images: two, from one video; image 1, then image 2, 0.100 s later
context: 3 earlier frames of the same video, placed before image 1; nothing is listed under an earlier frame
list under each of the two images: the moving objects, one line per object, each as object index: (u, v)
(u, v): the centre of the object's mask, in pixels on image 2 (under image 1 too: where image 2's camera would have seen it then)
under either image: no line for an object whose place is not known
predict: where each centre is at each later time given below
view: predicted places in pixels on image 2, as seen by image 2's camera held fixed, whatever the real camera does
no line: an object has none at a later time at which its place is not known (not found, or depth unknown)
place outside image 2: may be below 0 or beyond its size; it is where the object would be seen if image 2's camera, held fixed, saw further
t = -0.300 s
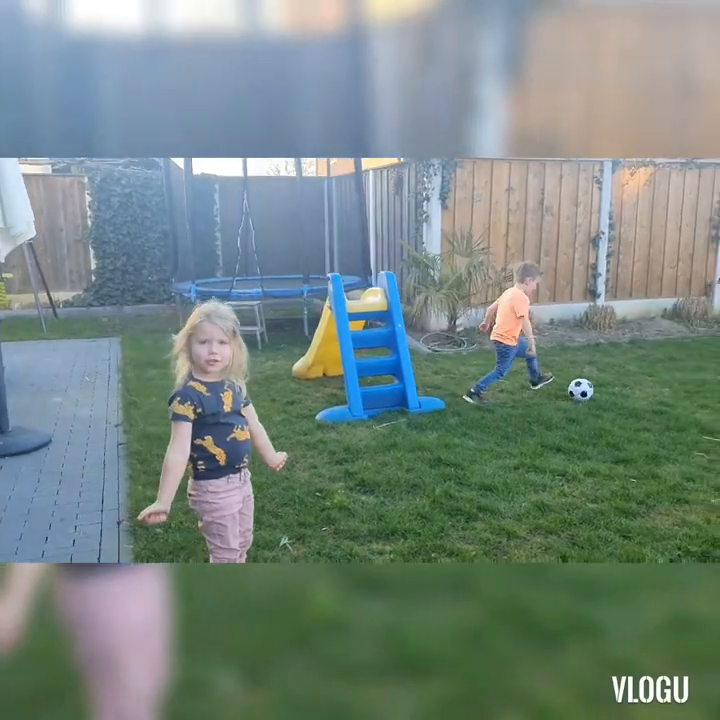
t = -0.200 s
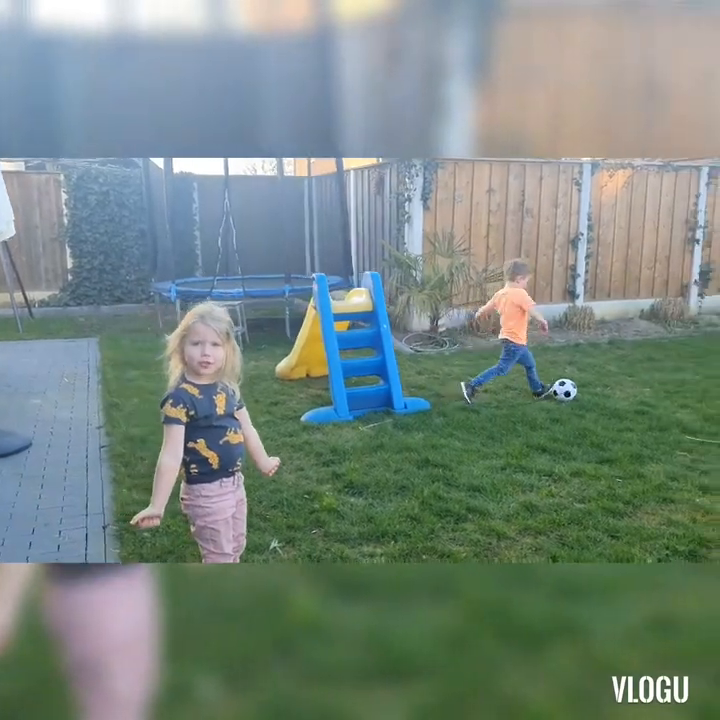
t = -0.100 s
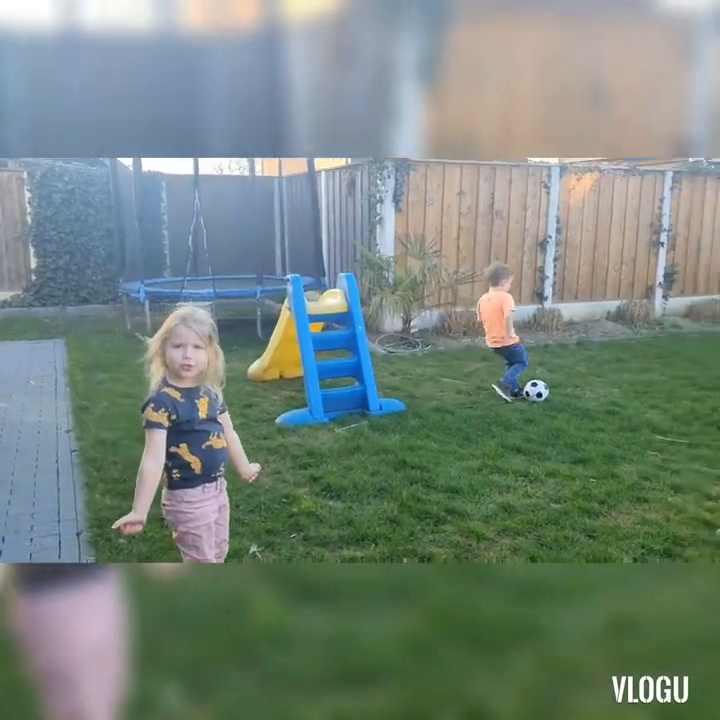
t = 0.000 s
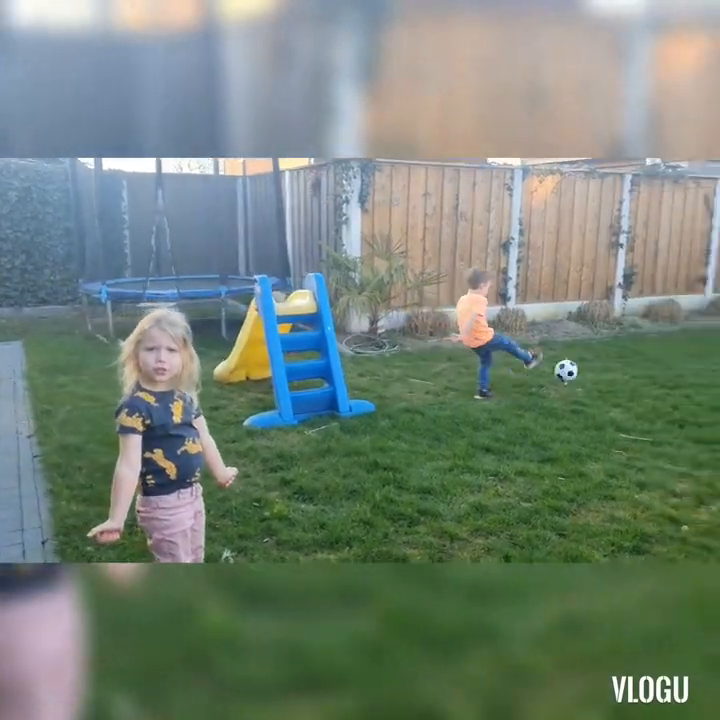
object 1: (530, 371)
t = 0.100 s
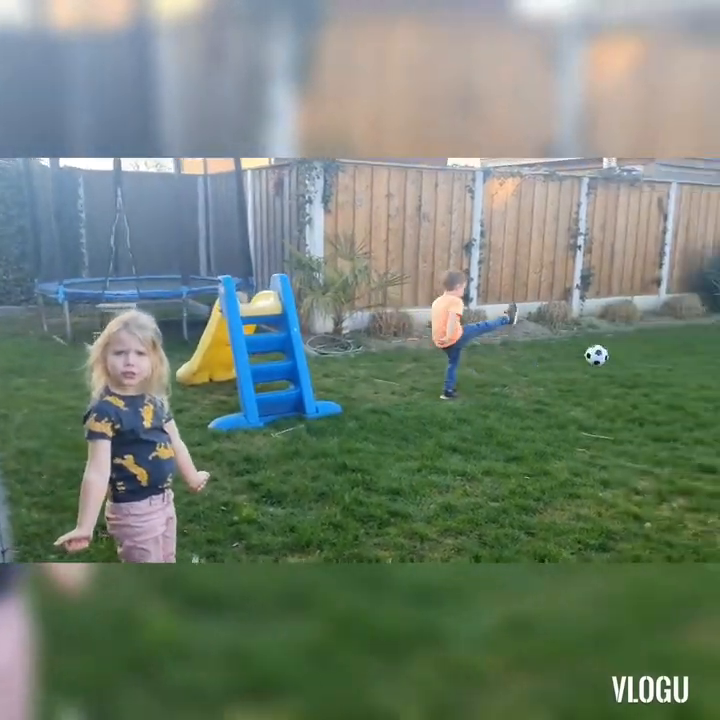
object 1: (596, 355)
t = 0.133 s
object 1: (615, 352)
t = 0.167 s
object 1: (631, 348)
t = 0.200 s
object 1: (647, 345)
